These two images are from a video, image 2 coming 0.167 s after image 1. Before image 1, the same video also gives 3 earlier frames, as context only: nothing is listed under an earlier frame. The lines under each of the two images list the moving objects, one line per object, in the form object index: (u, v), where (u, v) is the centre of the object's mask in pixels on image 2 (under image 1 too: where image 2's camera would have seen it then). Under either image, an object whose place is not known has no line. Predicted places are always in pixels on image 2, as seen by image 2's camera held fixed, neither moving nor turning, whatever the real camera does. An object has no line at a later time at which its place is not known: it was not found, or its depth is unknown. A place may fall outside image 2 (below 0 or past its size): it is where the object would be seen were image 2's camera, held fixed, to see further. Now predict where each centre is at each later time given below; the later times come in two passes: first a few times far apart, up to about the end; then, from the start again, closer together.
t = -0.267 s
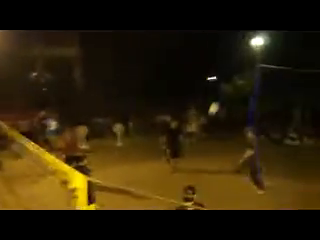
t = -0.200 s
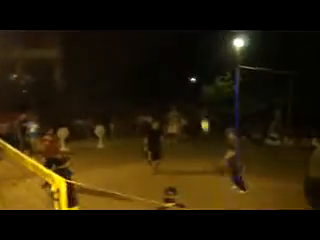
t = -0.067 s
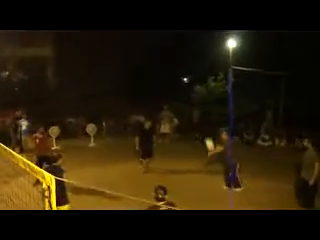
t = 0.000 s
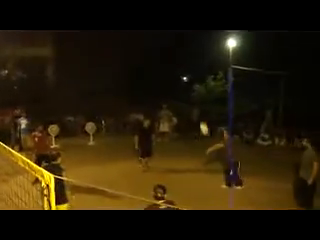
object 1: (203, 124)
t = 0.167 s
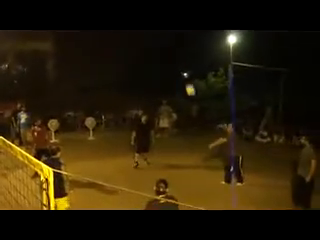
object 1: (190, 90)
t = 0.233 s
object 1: (184, 78)
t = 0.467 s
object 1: (162, 50)
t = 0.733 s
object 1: (132, 47)
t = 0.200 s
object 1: (187, 84)
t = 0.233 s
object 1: (184, 78)
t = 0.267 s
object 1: (181, 73)
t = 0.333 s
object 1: (176, 64)
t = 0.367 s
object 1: (172, 59)
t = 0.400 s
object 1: (169, 56)
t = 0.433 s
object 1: (165, 53)
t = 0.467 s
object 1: (162, 50)
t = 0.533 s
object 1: (155, 46)
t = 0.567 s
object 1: (151, 45)
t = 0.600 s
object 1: (147, 44)
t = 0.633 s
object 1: (144, 45)
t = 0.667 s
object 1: (140, 45)
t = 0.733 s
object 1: (132, 47)
